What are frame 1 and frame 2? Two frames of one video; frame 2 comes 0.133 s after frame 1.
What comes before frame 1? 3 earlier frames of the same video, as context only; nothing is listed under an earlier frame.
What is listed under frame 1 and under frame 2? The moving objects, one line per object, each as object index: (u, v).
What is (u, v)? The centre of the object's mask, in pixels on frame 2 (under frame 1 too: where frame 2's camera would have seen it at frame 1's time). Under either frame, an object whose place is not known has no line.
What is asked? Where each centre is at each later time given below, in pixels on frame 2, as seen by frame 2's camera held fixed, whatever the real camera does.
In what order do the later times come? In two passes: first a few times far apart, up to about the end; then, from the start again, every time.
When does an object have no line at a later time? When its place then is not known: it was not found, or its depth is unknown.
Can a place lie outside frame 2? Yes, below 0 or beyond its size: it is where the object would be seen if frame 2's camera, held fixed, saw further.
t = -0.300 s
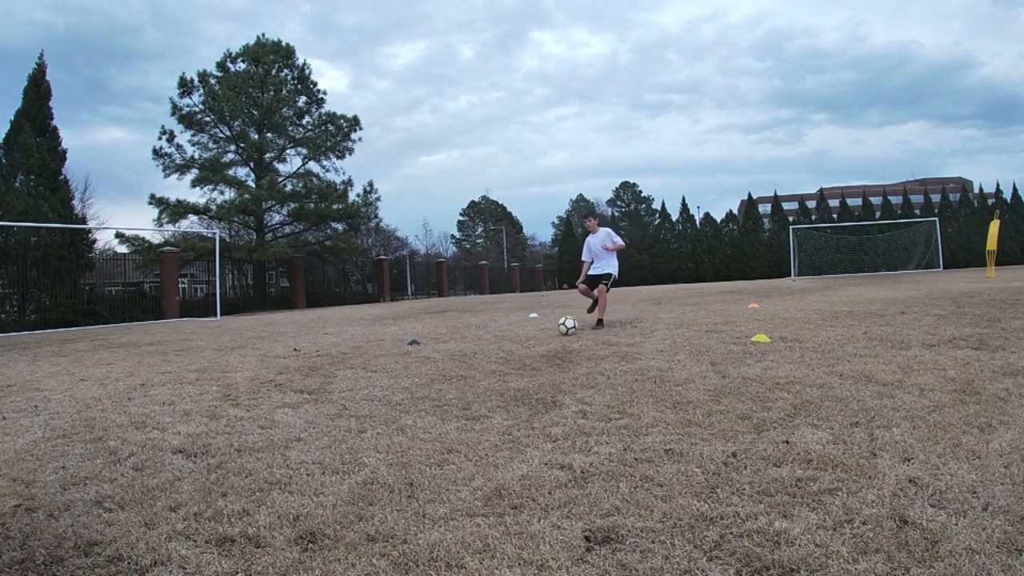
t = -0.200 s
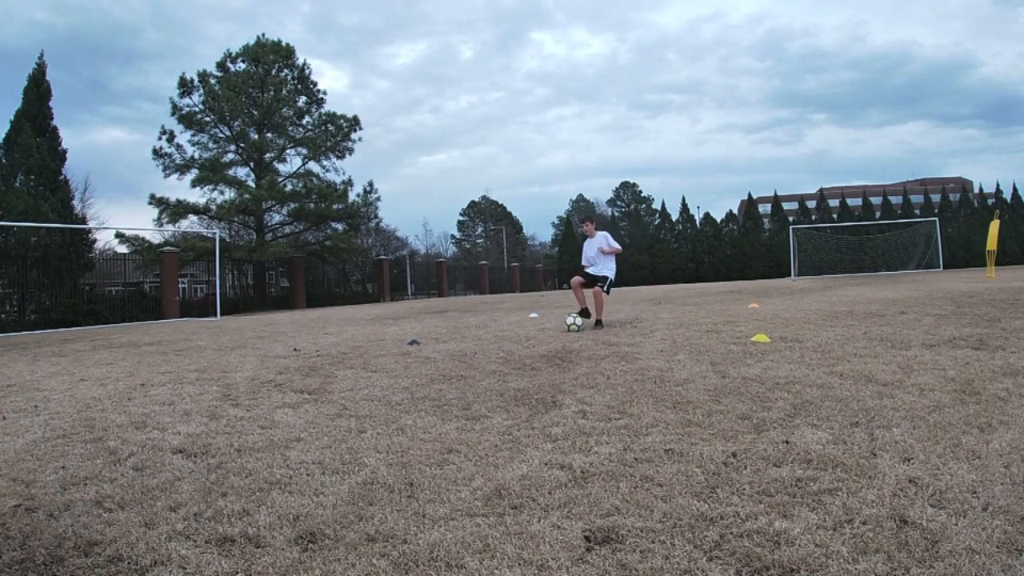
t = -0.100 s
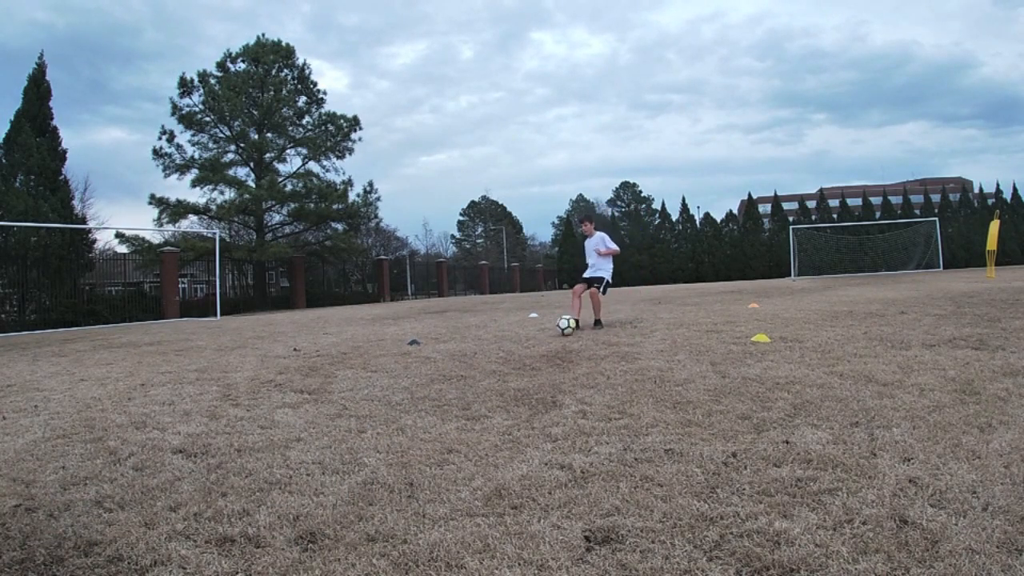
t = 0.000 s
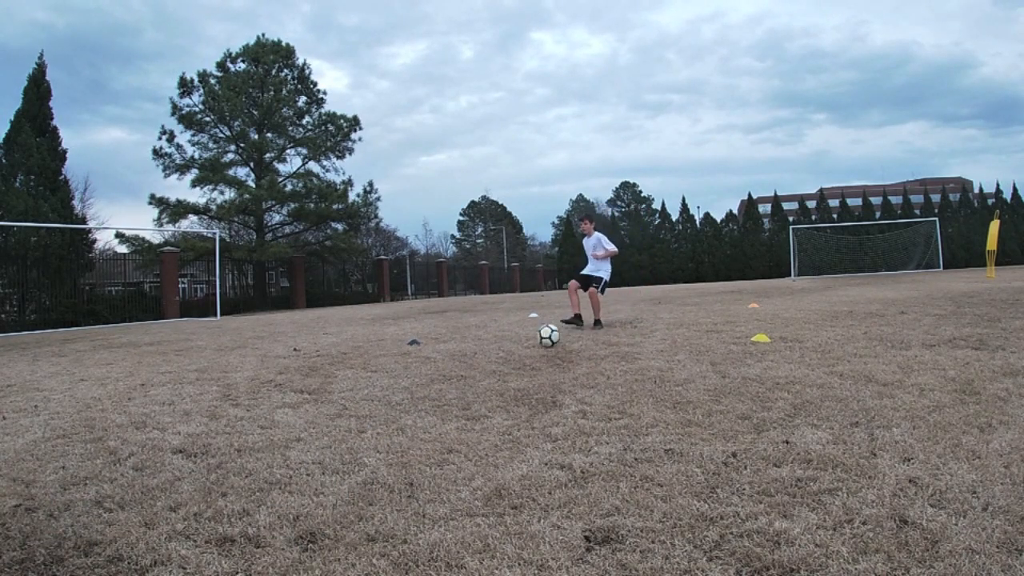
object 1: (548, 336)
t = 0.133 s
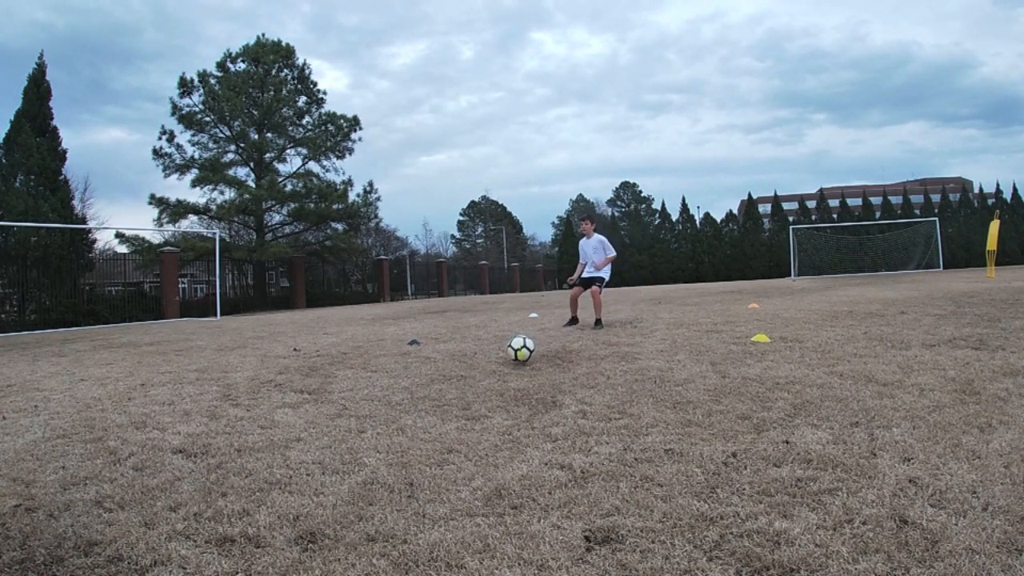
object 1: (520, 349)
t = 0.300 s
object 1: (474, 376)
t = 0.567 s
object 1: (360, 431)
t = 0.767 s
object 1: (198, 507)
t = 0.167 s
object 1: (512, 354)
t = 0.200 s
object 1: (503, 361)
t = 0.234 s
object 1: (494, 365)
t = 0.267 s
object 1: (485, 369)
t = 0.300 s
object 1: (474, 376)
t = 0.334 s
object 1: (463, 383)
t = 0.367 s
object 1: (451, 388)
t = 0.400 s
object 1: (439, 392)
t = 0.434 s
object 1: (426, 399)
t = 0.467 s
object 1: (411, 408)
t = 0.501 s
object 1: (396, 420)
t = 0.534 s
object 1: (379, 425)
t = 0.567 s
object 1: (360, 431)
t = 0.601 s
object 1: (339, 439)
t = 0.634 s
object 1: (316, 452)
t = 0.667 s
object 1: (291, 469)
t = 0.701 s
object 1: (263, 481)
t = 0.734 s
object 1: (232, 491)
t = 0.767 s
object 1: (198, 507)
